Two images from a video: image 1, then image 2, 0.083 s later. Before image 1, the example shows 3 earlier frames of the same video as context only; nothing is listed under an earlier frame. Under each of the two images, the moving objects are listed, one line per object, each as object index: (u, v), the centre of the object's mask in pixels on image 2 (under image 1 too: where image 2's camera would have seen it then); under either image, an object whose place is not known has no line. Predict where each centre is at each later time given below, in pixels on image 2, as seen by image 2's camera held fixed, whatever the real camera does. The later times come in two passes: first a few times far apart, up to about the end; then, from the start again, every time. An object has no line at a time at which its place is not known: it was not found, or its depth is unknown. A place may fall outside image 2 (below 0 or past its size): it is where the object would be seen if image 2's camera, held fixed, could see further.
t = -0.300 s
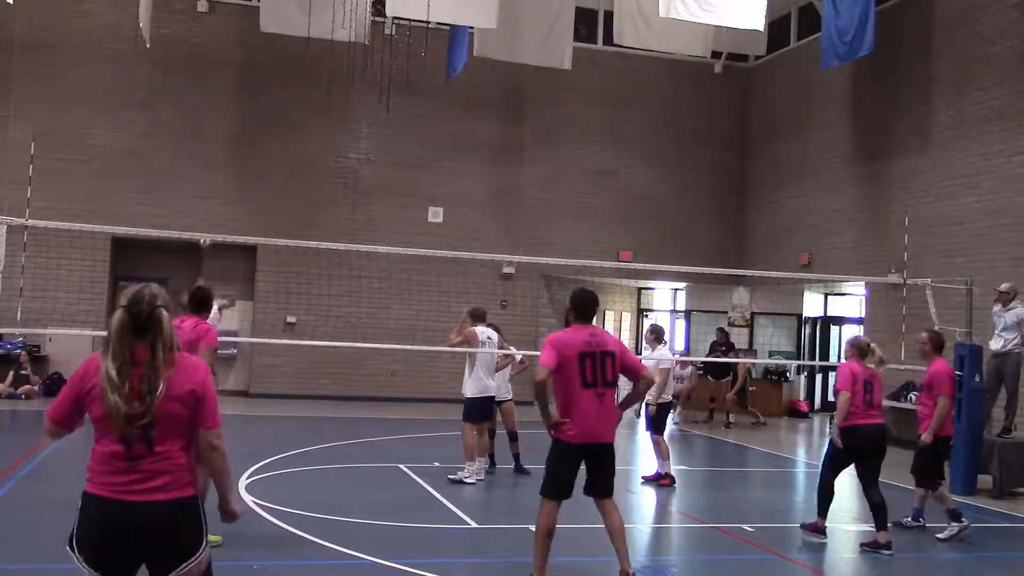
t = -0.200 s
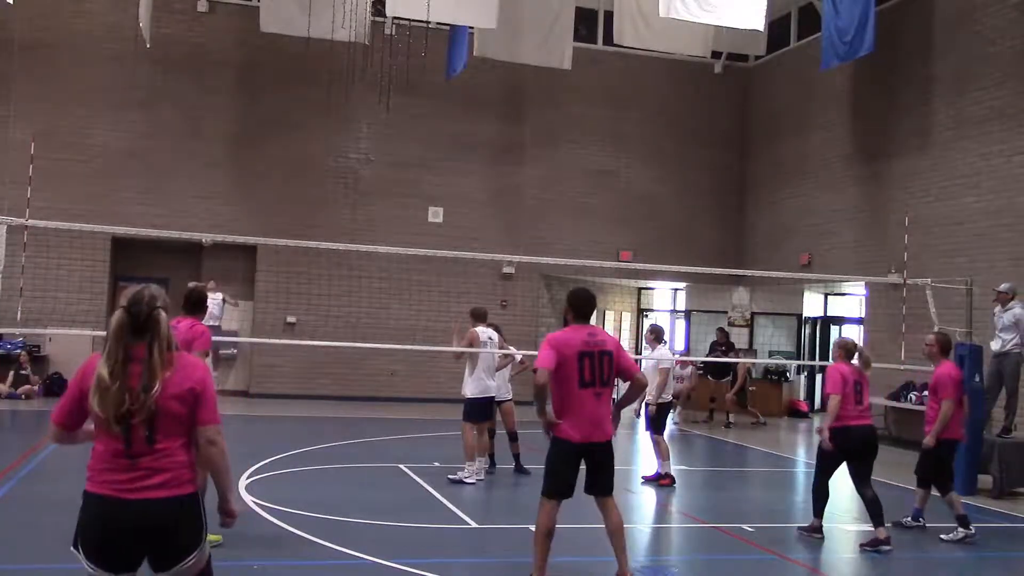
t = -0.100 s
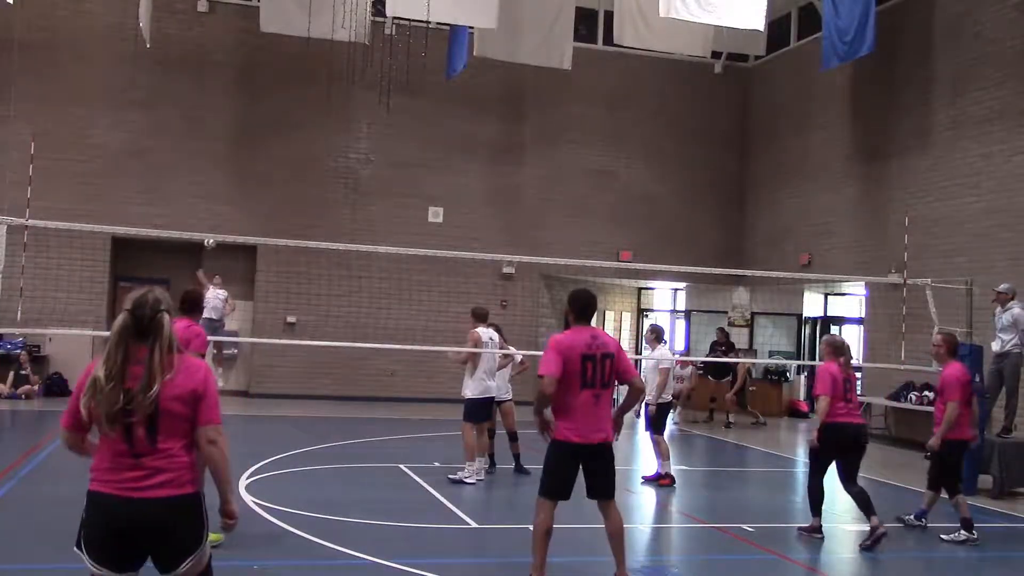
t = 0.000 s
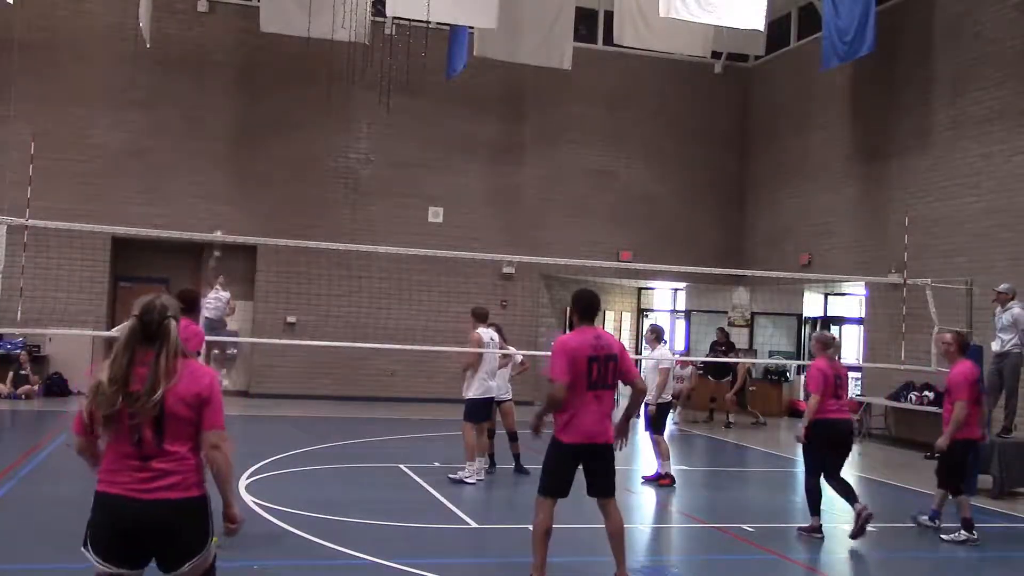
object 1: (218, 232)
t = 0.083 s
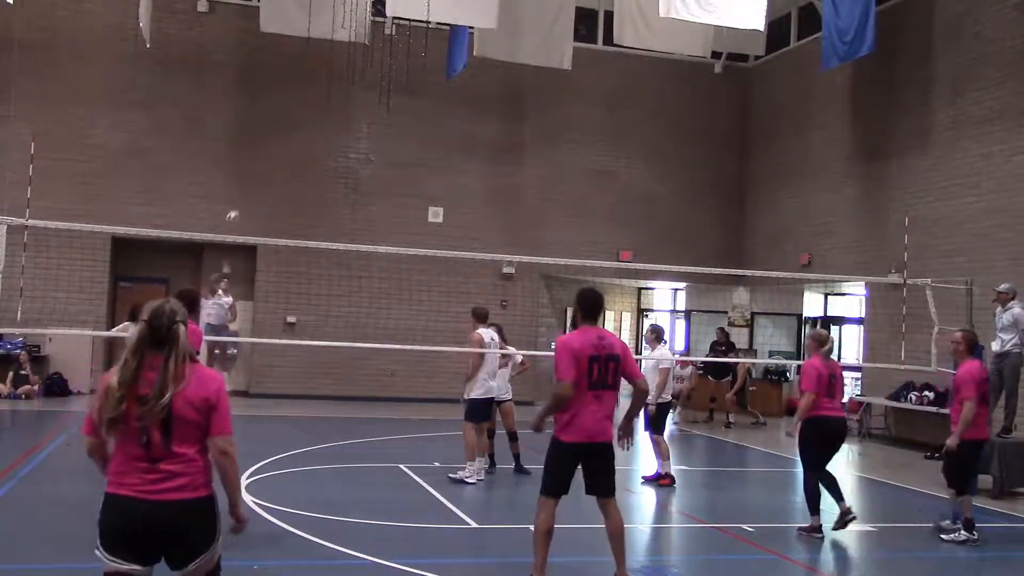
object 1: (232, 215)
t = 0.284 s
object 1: (273, 178)
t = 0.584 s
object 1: (345, 158)
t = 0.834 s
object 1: (415, 219)
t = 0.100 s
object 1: (236, 211)
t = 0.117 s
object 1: (238, 207)
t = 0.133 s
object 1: (242, 204)
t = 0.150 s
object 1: (246, 202)
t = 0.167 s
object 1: (248, 199)
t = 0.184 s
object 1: (251, 196)
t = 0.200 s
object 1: (255, 192)
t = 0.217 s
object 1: (258, 188)
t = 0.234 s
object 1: (263, 186)
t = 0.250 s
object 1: (266, 182)
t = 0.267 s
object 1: (270, 179)
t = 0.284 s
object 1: (273, 178)
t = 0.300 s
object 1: (277, 175)
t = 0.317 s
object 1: (281, 172)
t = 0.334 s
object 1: (284, 170)
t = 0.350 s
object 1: (288, 168)
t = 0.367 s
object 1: (292, 166)
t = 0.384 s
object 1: (296, 164)
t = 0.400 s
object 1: (300, 162)
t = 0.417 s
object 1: (304, 161)
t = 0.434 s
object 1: (307, 160)
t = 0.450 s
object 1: (312, 159)
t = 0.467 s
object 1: (316, 158)
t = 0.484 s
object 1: (320, 157)
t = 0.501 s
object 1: (323, 158)
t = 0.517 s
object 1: (327, 157)
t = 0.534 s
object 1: (331, 157)
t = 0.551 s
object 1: (335, 157)
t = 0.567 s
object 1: (340, 157)
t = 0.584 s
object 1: (345, 158)
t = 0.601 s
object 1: (349, 159)
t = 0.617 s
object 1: (354, 160)
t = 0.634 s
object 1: (359, 162)
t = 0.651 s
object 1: (363, 165)
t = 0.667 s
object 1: (368, 167)
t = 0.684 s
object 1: (372, 171)
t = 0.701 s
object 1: (377, 174)
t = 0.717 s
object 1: (381, 178)
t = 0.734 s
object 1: (386, 182)
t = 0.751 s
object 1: (391, 187)
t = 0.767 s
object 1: (396, 193)
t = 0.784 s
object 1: (401, 198)
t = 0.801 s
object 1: (406, 204)
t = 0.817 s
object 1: (411, 212)
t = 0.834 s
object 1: (415, 219)
